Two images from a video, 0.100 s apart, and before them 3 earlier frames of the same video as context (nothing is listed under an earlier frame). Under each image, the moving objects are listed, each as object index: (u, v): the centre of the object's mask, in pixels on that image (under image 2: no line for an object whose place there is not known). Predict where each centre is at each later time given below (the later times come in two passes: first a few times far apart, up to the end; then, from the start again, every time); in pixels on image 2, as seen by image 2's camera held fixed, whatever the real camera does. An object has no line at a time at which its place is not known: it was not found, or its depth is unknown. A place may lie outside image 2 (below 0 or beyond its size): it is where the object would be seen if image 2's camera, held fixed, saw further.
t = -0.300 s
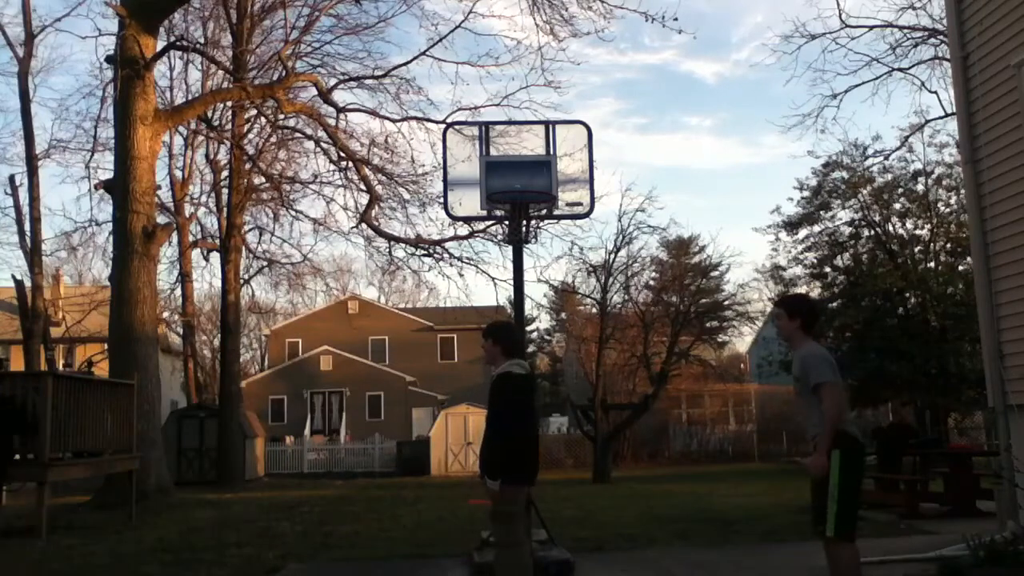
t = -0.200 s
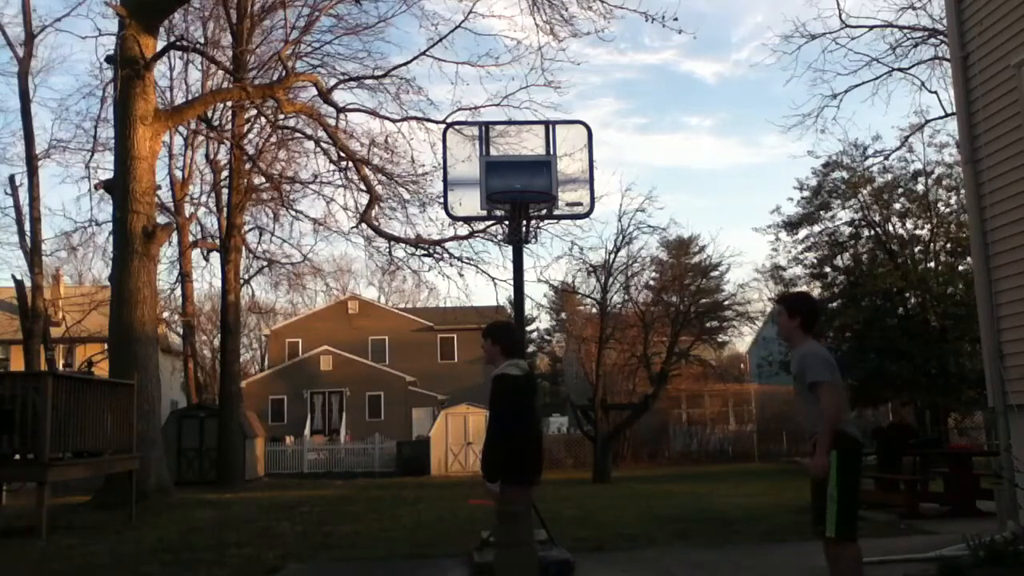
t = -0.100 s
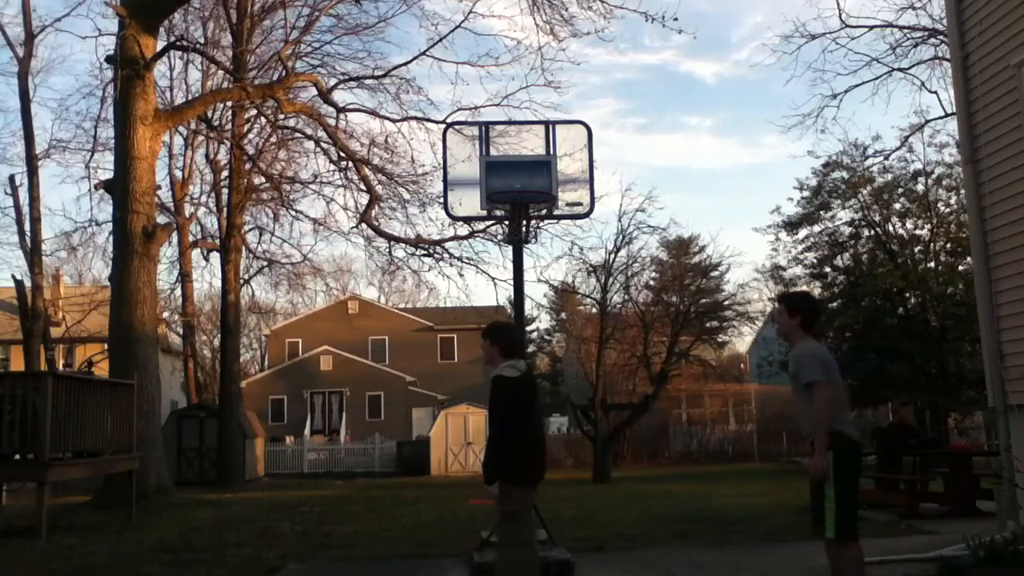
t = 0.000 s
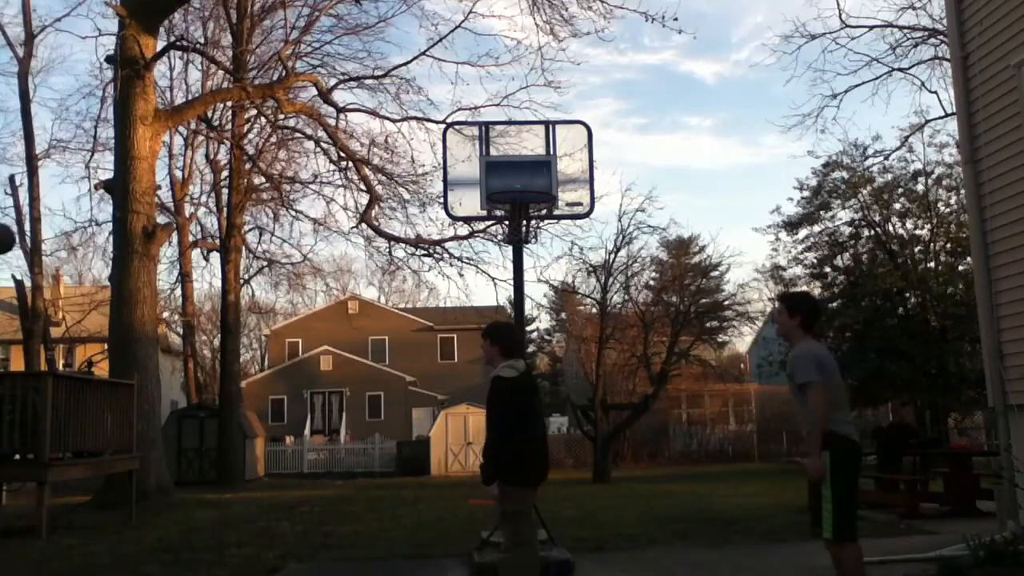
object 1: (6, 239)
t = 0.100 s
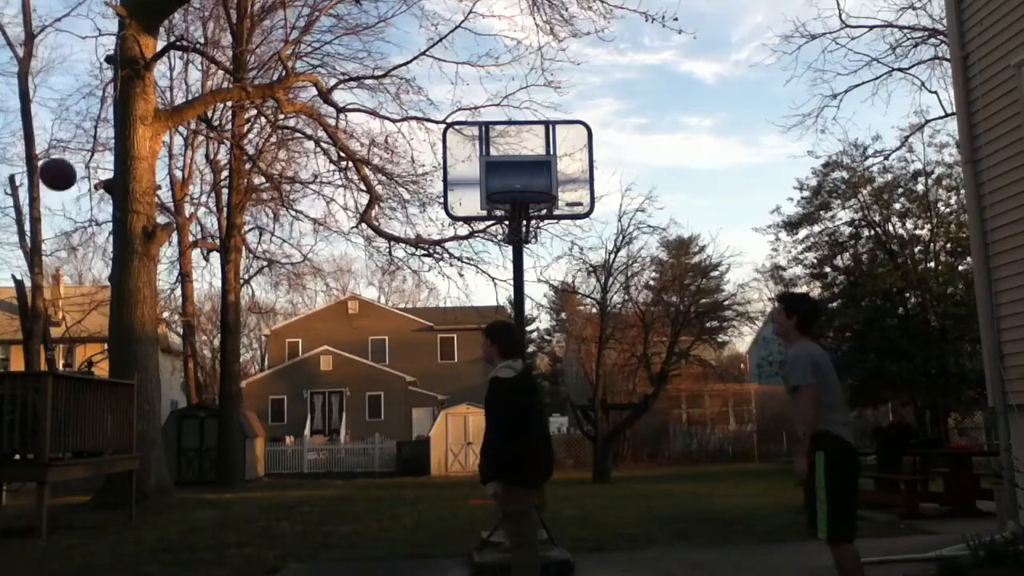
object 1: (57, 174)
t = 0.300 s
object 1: (177, 88)
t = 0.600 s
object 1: (350, 56)
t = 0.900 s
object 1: (525, 143)
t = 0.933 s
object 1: (545, 160)
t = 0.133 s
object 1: (77, 156)
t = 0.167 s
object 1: (97, 140)
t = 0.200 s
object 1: (117, 125)
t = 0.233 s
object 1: (140, 111)
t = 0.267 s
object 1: (157, 99)
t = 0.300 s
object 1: (177, 88)
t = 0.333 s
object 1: (197, 78)
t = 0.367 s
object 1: (216, 71)
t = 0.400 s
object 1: (236, 64)
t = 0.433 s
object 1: (253, 60)
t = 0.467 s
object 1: (273, 55)
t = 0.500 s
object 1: (293, 54)
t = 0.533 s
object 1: (311, 53)
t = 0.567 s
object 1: (331, 54)
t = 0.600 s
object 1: (350, 56)
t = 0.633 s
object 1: (370, 60)
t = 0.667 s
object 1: (389, 64)
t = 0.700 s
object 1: (408, 71)
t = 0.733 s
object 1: (428, 79)
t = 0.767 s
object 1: (447, 89)
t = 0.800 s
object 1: (466, 100)
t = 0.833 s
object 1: (486, 113)
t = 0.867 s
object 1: (505, 127)
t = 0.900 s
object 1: (525, 143)
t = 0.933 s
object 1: (545, 160)
